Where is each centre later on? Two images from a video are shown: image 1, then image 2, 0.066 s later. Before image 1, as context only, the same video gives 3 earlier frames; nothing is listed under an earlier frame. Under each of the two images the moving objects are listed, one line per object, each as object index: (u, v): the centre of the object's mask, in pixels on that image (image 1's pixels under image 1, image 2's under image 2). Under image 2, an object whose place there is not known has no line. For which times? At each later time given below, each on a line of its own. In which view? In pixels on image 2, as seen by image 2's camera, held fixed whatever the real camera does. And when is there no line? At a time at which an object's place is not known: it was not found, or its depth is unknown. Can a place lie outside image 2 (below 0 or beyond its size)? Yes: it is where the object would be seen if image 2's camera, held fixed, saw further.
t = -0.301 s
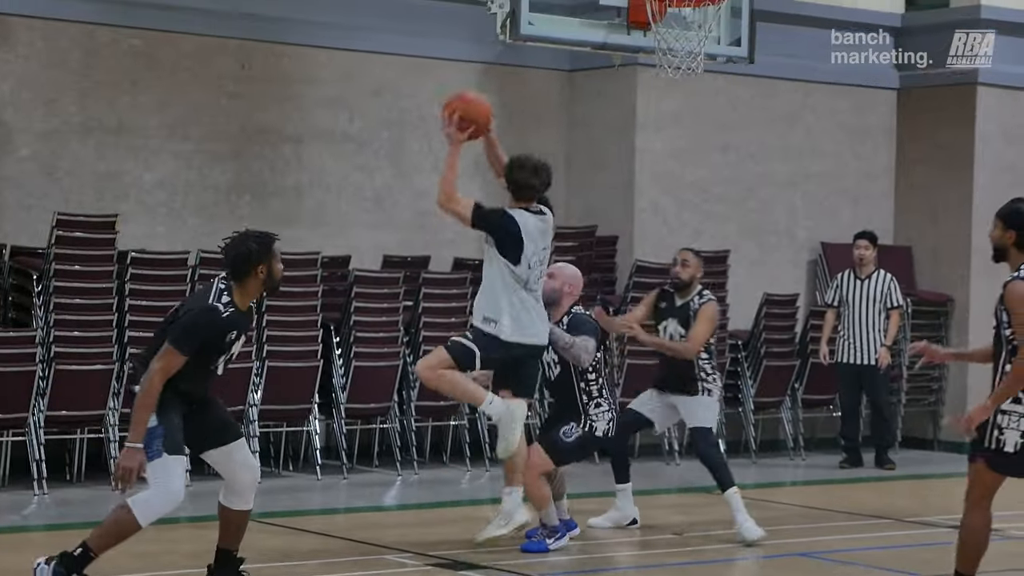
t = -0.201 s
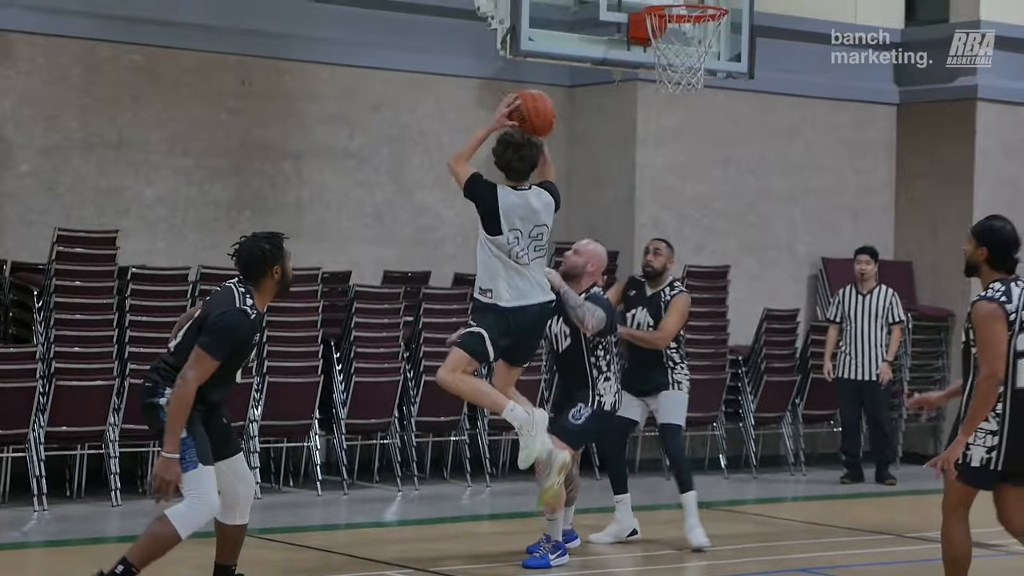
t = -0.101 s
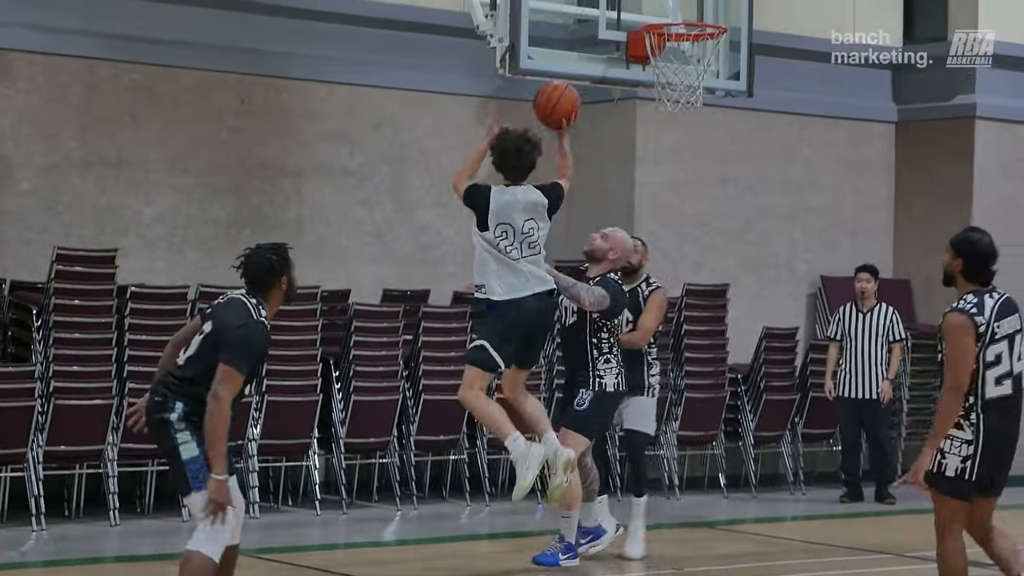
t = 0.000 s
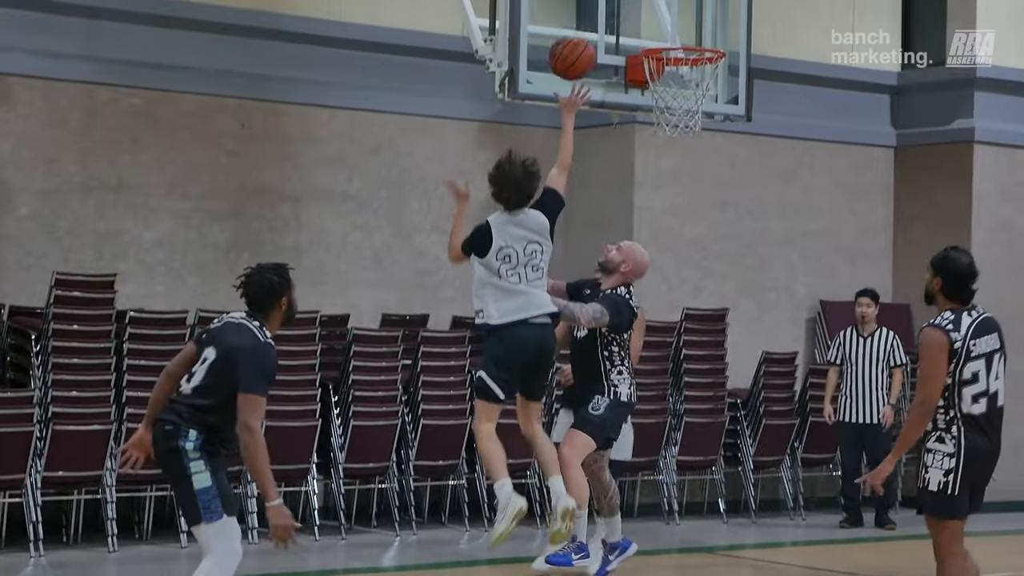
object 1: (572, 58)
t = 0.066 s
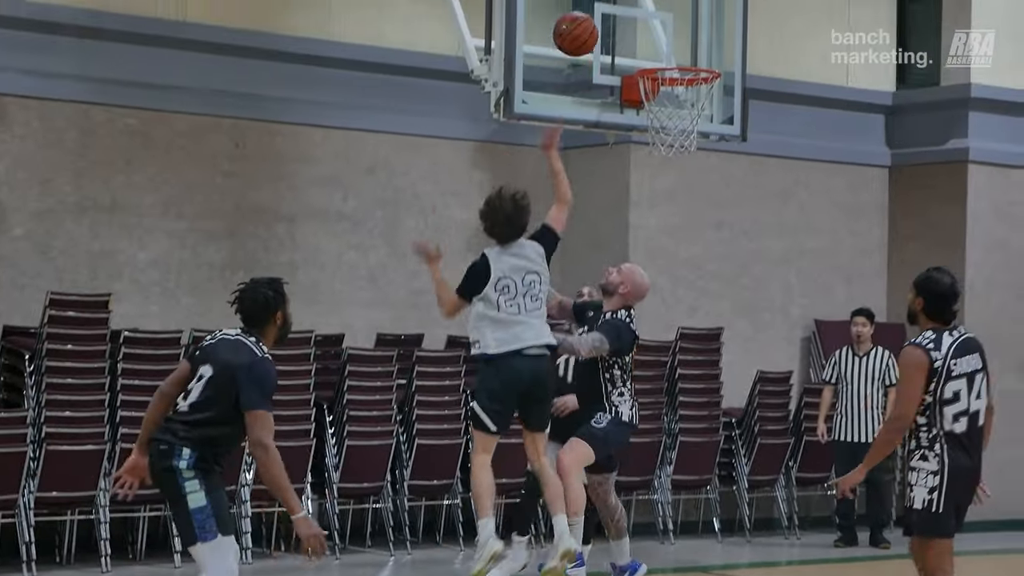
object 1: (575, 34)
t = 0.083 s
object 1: (577, 25)
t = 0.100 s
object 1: (579, 16)
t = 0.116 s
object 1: (581, 7)
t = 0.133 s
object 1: (583, 0)
